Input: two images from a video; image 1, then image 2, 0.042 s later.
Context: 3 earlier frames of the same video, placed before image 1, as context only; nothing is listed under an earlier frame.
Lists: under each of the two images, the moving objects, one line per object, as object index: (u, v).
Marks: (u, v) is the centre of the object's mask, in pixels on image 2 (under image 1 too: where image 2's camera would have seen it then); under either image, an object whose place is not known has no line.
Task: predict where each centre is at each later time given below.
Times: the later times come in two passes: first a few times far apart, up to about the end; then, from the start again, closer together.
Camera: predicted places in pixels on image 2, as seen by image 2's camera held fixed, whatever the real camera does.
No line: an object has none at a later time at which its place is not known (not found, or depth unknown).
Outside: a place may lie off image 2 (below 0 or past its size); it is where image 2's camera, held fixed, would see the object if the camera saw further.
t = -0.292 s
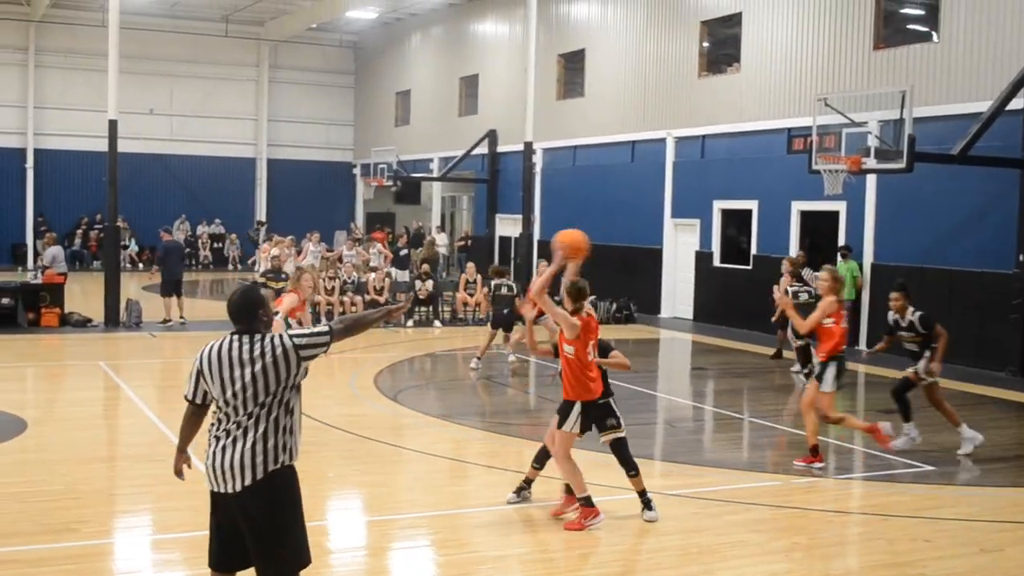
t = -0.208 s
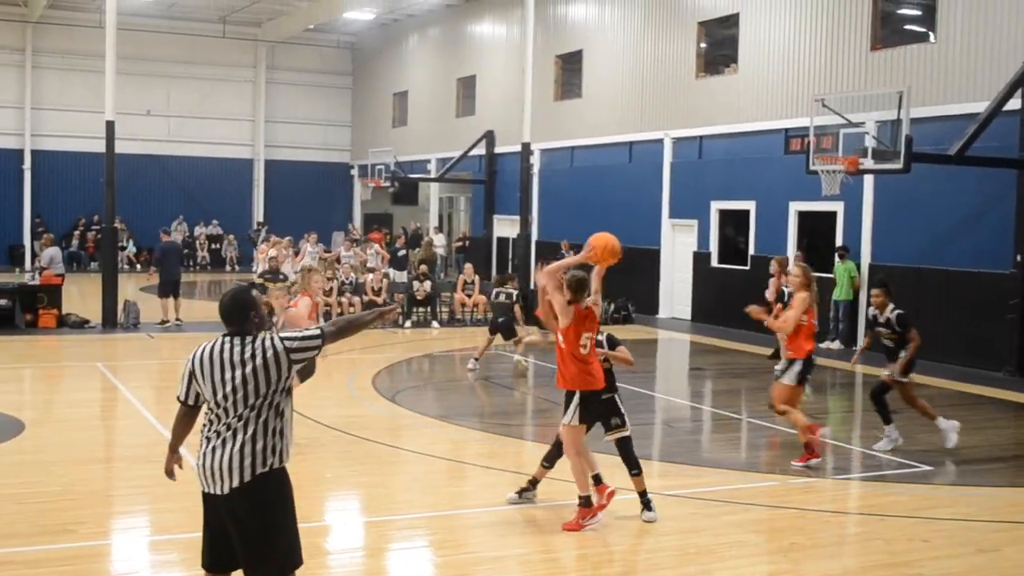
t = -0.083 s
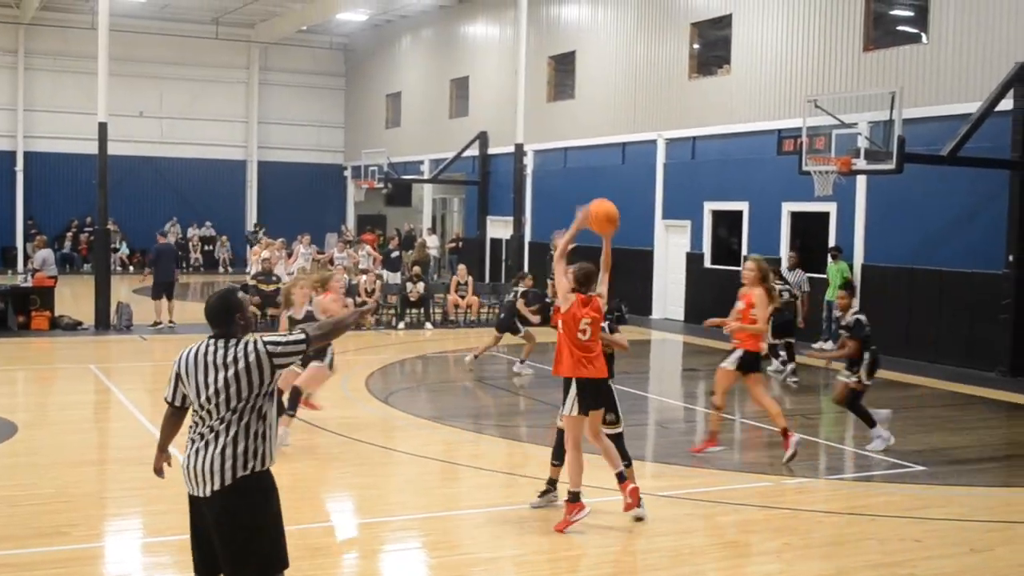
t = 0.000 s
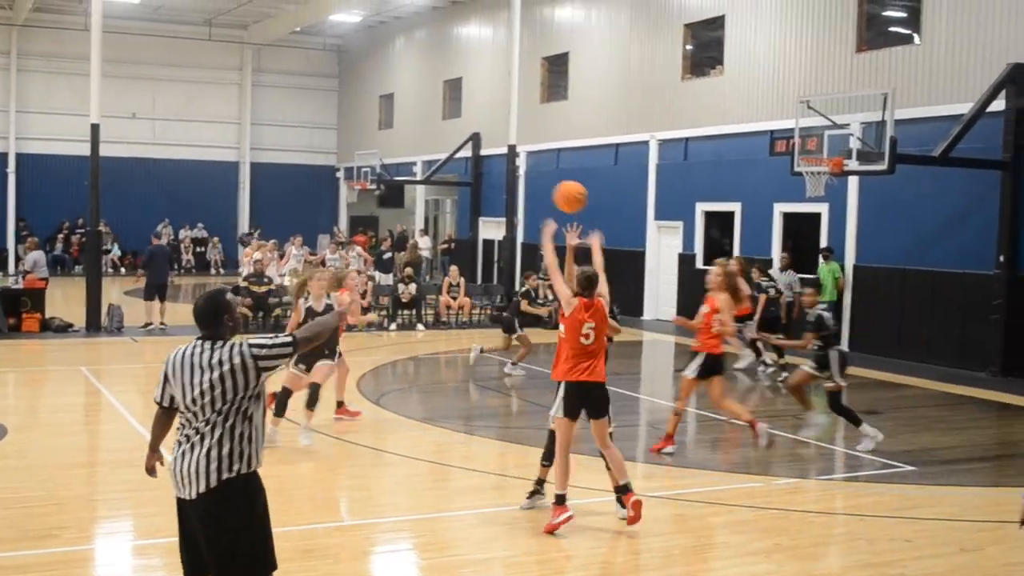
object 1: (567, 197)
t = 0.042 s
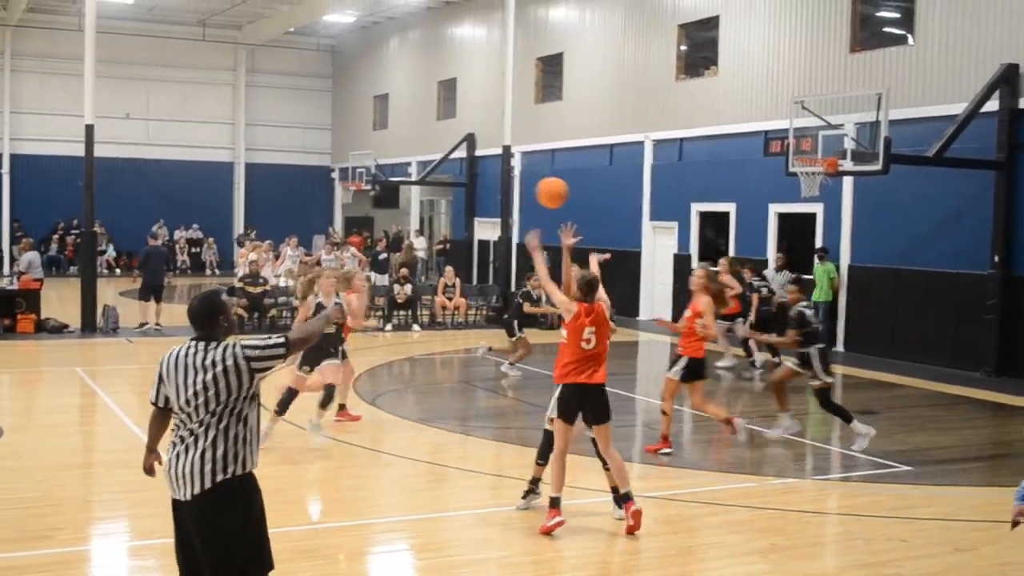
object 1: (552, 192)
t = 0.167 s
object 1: (516, 192)
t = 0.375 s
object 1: (469, 225)
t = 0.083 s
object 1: (540, 190)
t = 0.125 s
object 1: (530, 190)
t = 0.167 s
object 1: (516, 192)
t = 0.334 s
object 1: (478, 216)
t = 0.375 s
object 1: (469, 225)
